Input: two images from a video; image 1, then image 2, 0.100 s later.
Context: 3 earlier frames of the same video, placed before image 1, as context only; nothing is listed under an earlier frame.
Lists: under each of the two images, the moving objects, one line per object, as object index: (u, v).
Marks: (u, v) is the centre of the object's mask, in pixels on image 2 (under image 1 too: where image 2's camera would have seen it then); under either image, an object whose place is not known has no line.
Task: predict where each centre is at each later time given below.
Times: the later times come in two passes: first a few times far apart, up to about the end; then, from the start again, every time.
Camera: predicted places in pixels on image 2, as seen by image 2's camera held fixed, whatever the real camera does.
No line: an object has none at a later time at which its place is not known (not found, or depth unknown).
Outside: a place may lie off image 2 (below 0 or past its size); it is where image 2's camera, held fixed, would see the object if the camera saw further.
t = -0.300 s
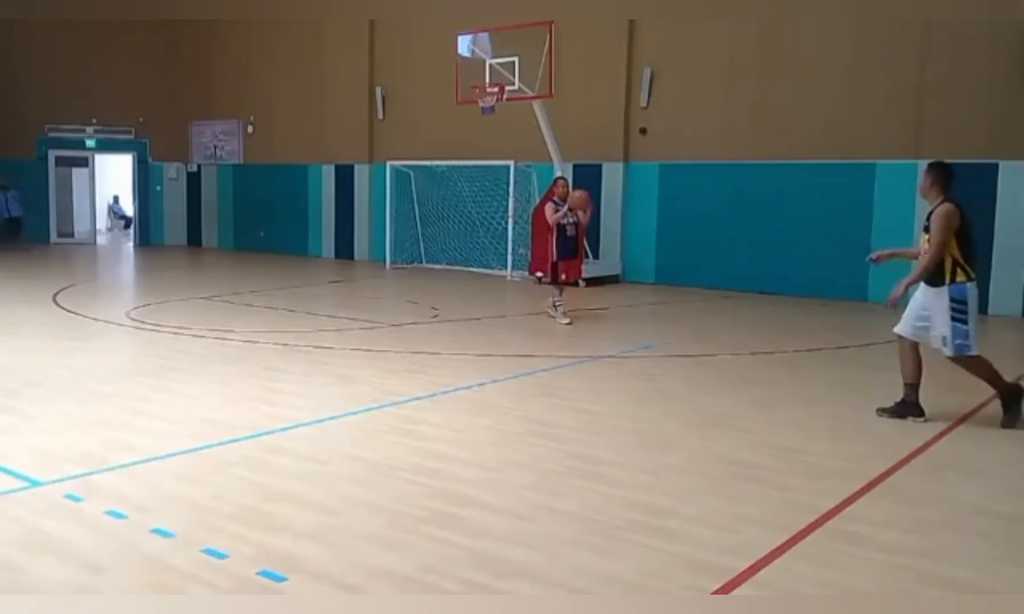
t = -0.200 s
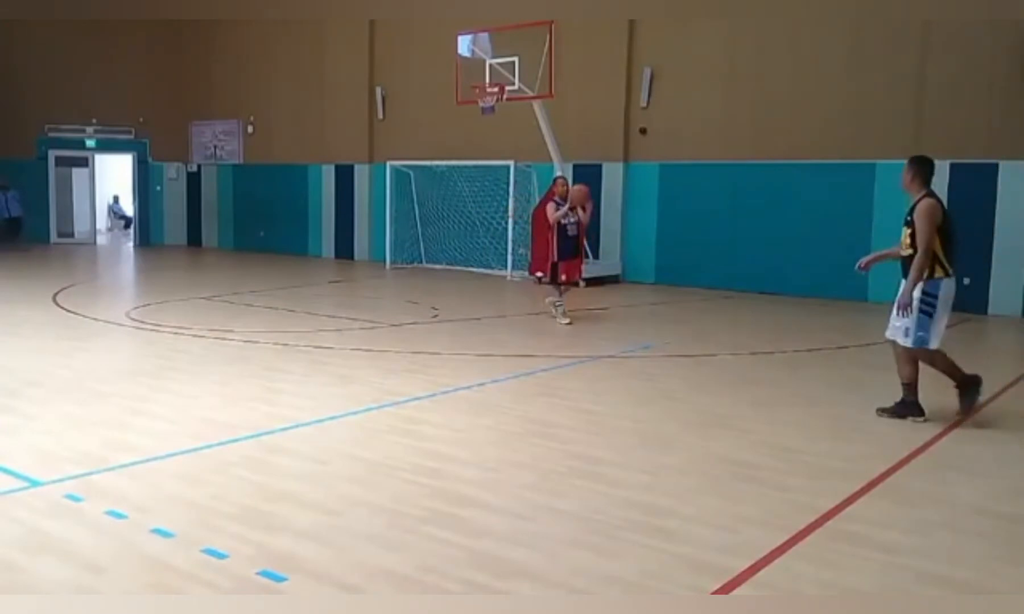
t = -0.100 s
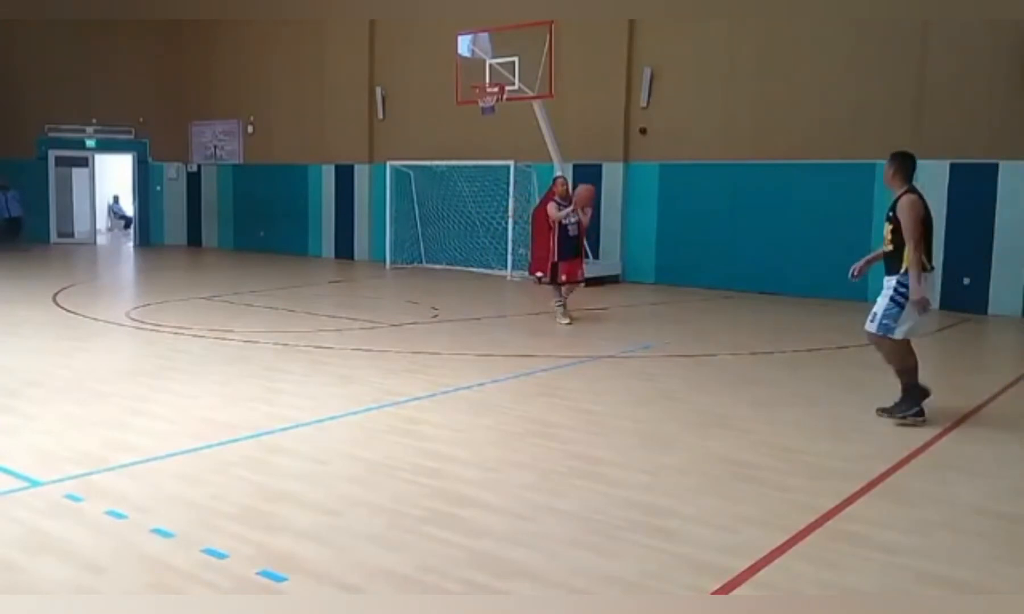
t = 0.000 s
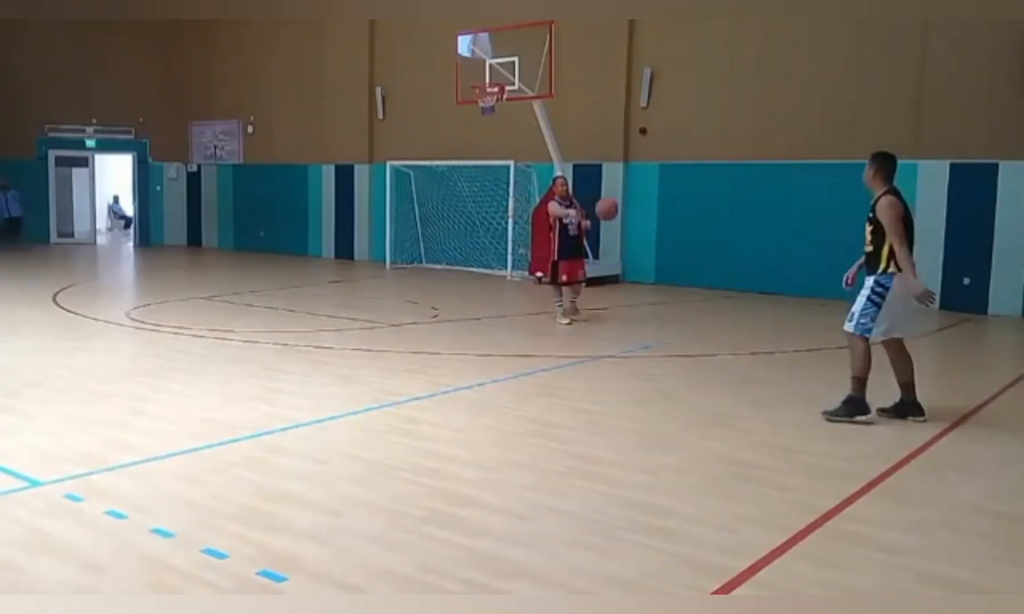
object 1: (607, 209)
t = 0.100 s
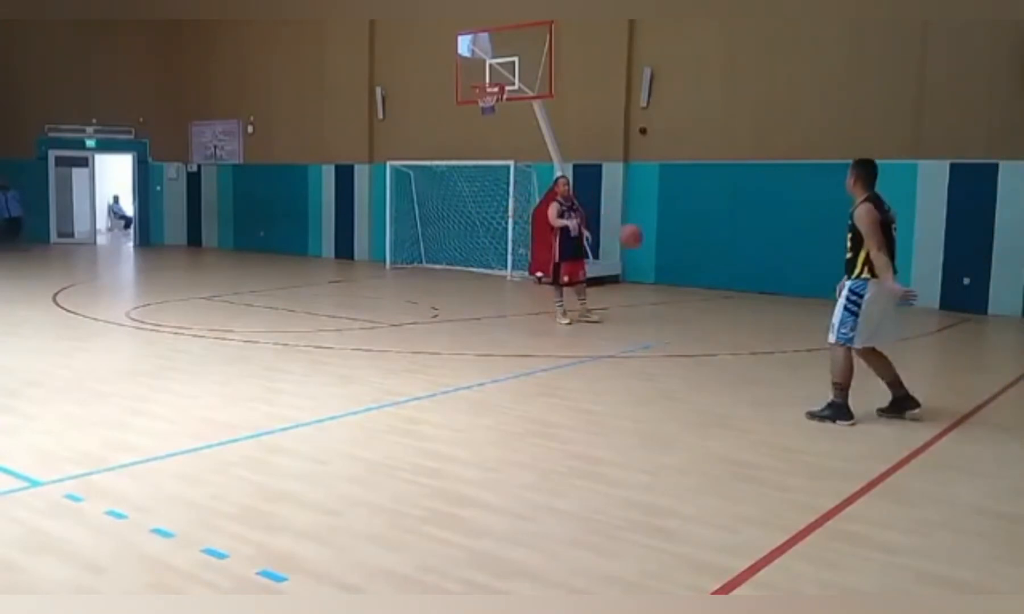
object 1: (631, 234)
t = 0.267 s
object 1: (676, 318)
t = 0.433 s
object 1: (712, 311)
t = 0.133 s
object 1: (639, 247)
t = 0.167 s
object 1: (647, 262)
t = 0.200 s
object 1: (656, 276)
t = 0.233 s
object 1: (666, 296)
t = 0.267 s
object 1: (676, 318)
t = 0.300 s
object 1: (686, 339)
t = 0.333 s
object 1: (695, 357)
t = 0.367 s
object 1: (702, 342)
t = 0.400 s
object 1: (707, 327)
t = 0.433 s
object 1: (712, 311)
